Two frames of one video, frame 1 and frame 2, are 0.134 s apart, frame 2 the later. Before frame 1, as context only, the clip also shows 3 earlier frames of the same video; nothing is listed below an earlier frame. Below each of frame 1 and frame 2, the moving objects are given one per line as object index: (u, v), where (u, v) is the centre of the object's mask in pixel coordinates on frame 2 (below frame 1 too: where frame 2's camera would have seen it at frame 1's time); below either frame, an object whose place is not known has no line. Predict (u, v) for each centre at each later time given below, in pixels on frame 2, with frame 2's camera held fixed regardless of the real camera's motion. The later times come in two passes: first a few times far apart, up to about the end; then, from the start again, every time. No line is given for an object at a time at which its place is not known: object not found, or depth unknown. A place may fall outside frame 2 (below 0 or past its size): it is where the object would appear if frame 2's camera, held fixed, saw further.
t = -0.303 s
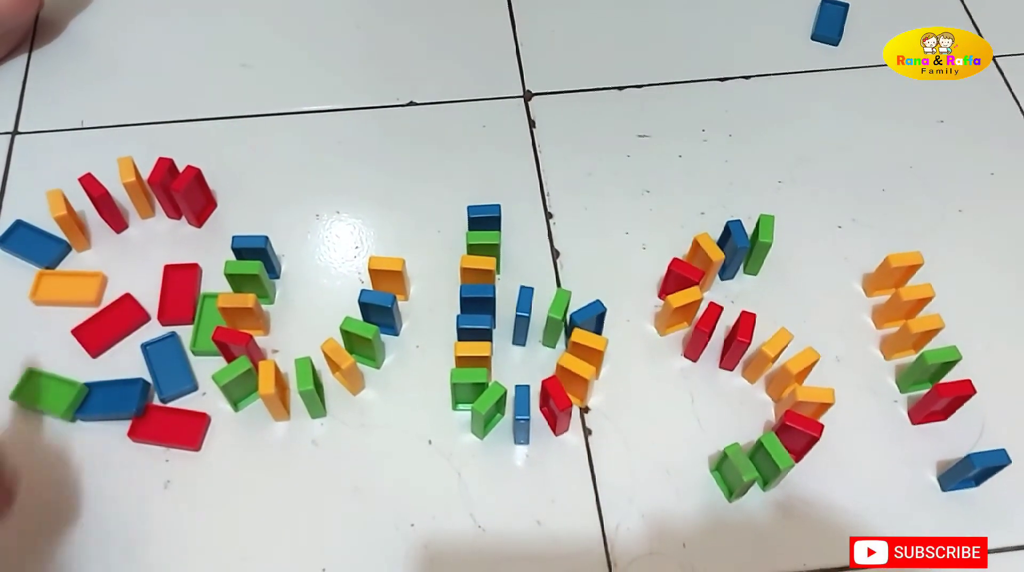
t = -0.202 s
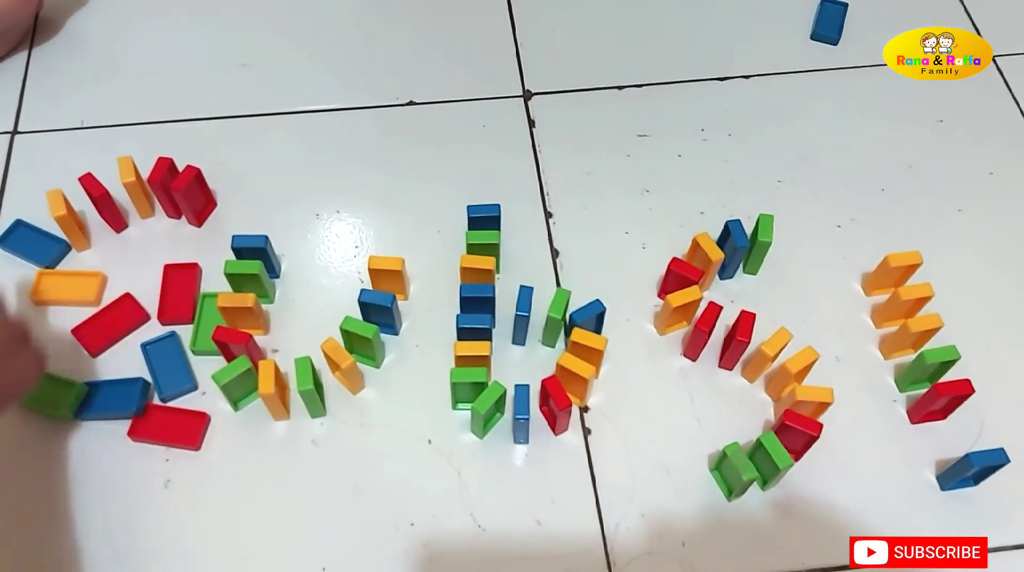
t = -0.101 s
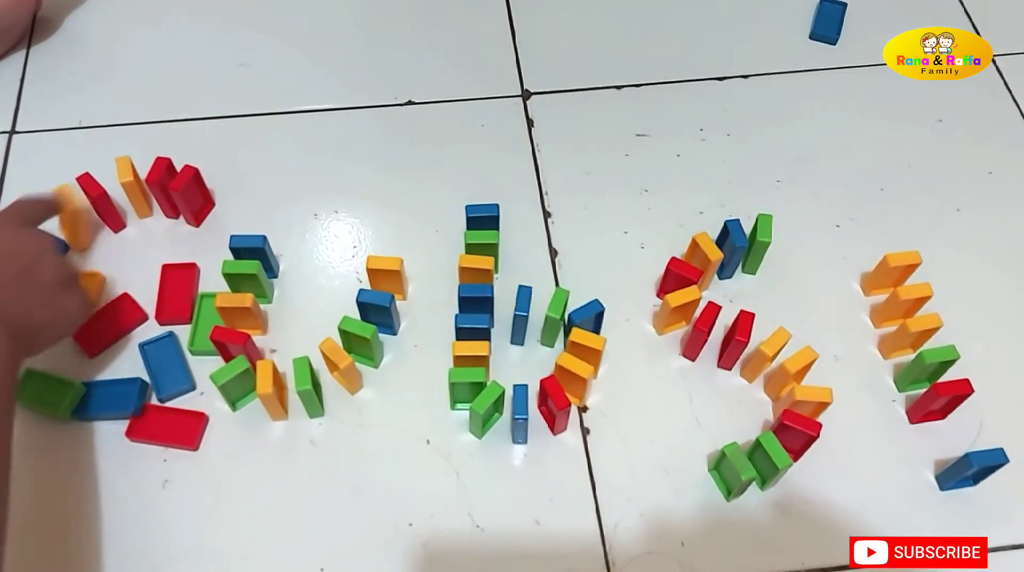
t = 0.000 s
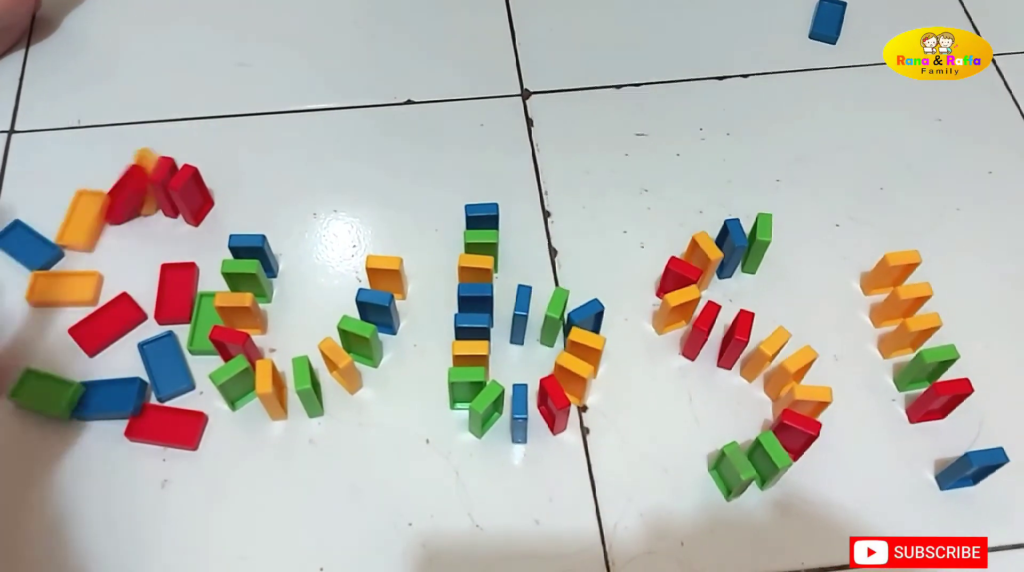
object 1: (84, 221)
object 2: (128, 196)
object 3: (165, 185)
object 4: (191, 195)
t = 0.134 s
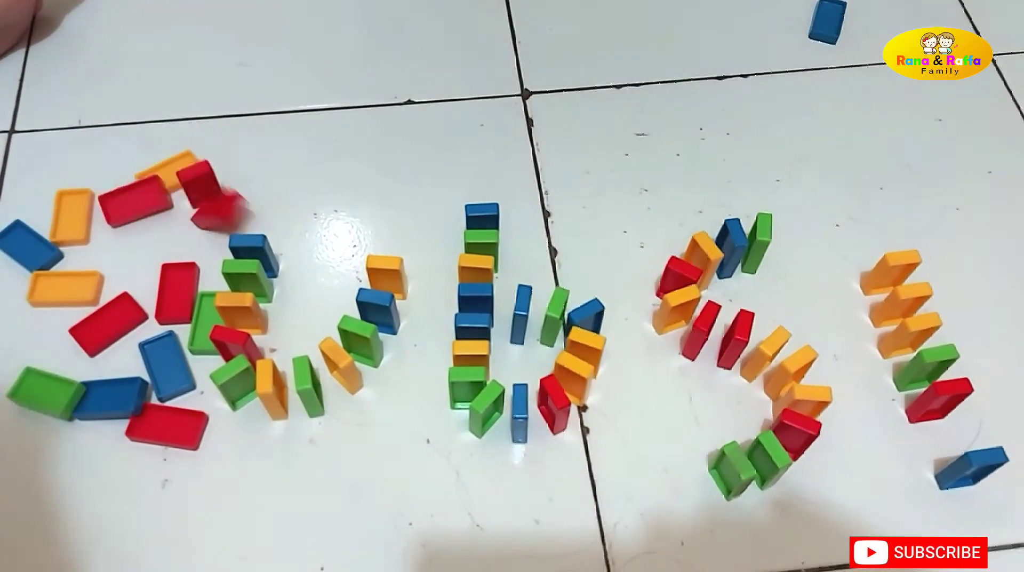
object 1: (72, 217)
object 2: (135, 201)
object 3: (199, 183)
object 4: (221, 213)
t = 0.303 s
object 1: (72, 217)
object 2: (140, 206)
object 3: (210, 217)
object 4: (254, 227)
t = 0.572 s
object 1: (72, 217)
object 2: (139, 206)
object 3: (201, 230)
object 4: (249, 228)
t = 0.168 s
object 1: (72, 217)
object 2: (137, 203)
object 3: (201, 185)
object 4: (229, 221)
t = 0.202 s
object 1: (72, 217)
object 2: (139, 205)
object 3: (202, 188)
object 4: (232, 221)
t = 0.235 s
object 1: (72, 217)
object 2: (140, 205)
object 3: (207, 200)
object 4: (238, 225)
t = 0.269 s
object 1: (72, 217)
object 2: (140, 206)
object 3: (213, 211)
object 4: (249, 228)
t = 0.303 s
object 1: (72, 217)
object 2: (140, 206)
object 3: (210, 217)
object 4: (254, 227)
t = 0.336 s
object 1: (72, 217)
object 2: (139, 205)
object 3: (207, 223)
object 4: (253, 227)
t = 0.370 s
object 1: (72, 217)
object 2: (139, 206)
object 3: (203, 228)
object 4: (250, 227)
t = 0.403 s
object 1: (72, 217)
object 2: (139, 205)
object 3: (201, 230)
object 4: (249, 228)
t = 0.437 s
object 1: (72, 217)
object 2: (139, 206)
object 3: (201, 230)
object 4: (249, 228)
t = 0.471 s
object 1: (72, 217)
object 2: (139, 206)
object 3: (201, 230)
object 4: (249, 228)
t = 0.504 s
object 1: (72, 217)
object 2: (139, 206)
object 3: (201, 230)
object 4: (249, 228)
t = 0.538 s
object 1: (72, 217)
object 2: (139, 206)
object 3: (201, 230)
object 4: (249, 228)
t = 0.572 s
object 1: (72, 217)
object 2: (139, 206)
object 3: (201, 230)
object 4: (249, 228)
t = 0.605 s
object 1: (72, 217)
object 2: (139, 206)
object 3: (201, 230)
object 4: (247, 229)
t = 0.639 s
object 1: (72, 217)
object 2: (139, 206)
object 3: (201, 230)
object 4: (249, 228)
